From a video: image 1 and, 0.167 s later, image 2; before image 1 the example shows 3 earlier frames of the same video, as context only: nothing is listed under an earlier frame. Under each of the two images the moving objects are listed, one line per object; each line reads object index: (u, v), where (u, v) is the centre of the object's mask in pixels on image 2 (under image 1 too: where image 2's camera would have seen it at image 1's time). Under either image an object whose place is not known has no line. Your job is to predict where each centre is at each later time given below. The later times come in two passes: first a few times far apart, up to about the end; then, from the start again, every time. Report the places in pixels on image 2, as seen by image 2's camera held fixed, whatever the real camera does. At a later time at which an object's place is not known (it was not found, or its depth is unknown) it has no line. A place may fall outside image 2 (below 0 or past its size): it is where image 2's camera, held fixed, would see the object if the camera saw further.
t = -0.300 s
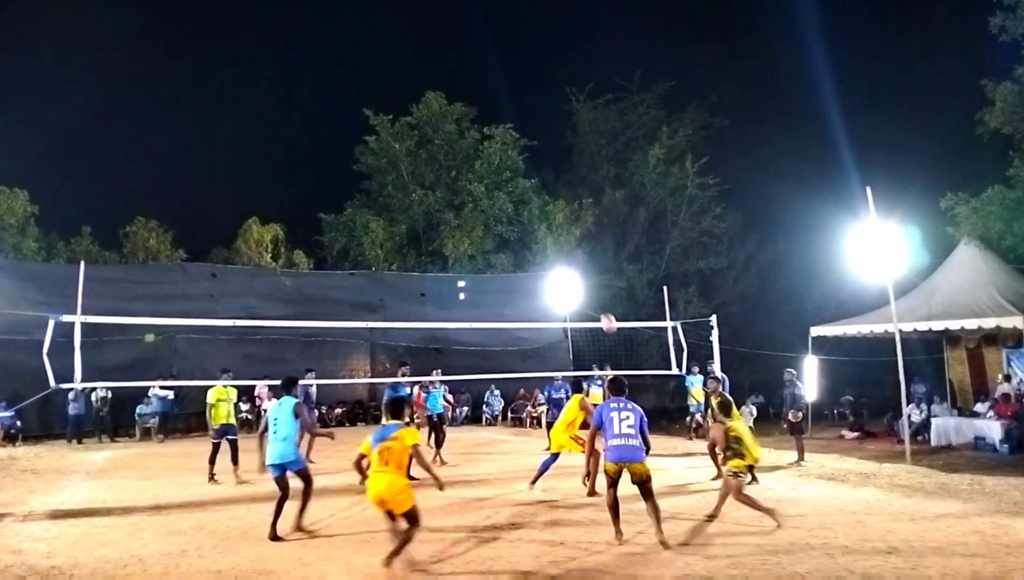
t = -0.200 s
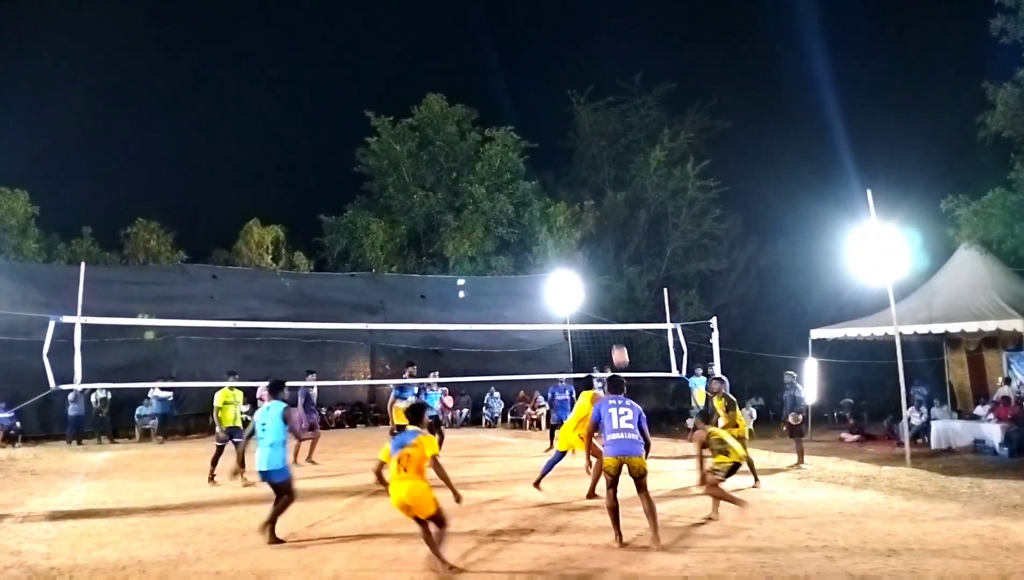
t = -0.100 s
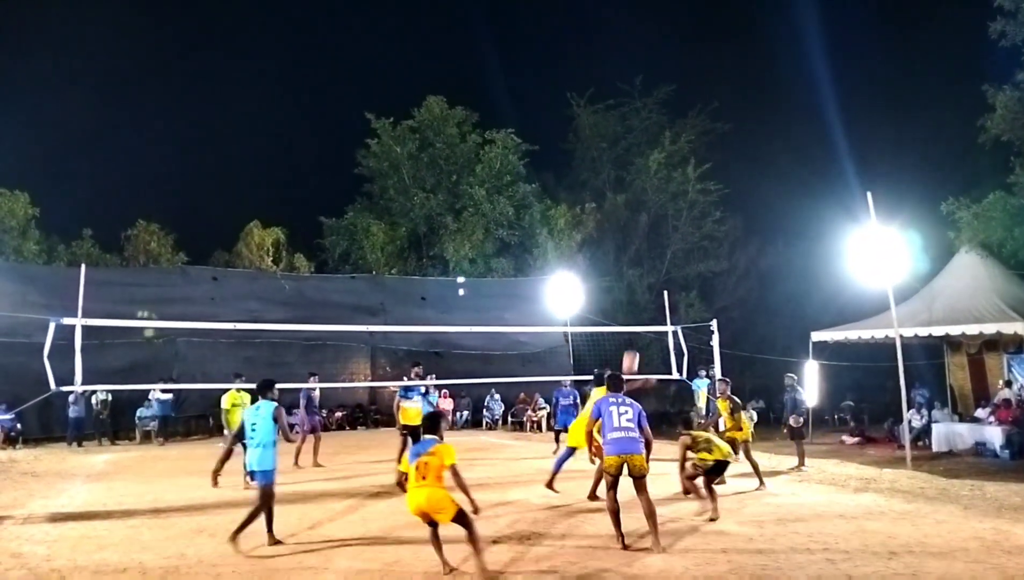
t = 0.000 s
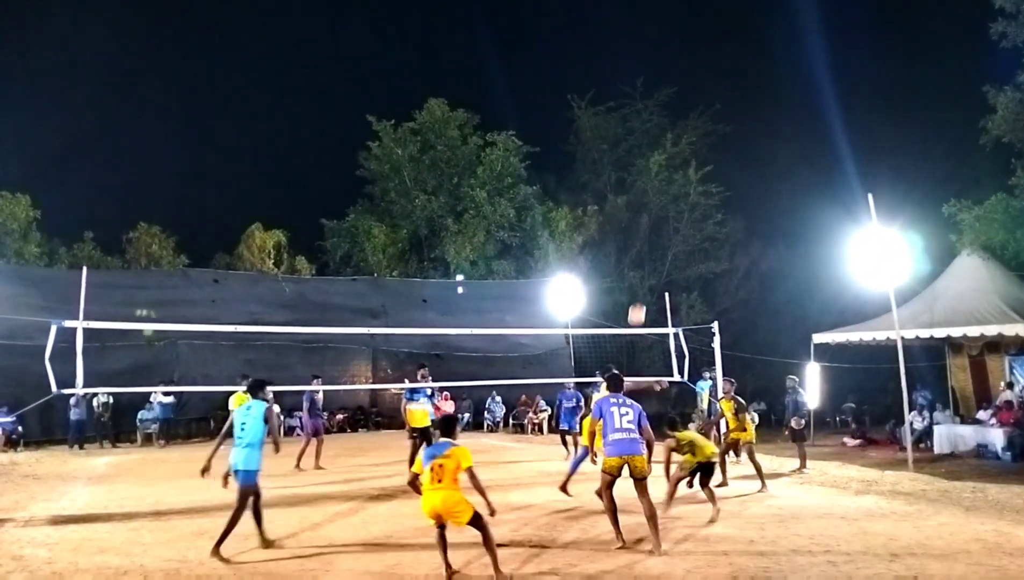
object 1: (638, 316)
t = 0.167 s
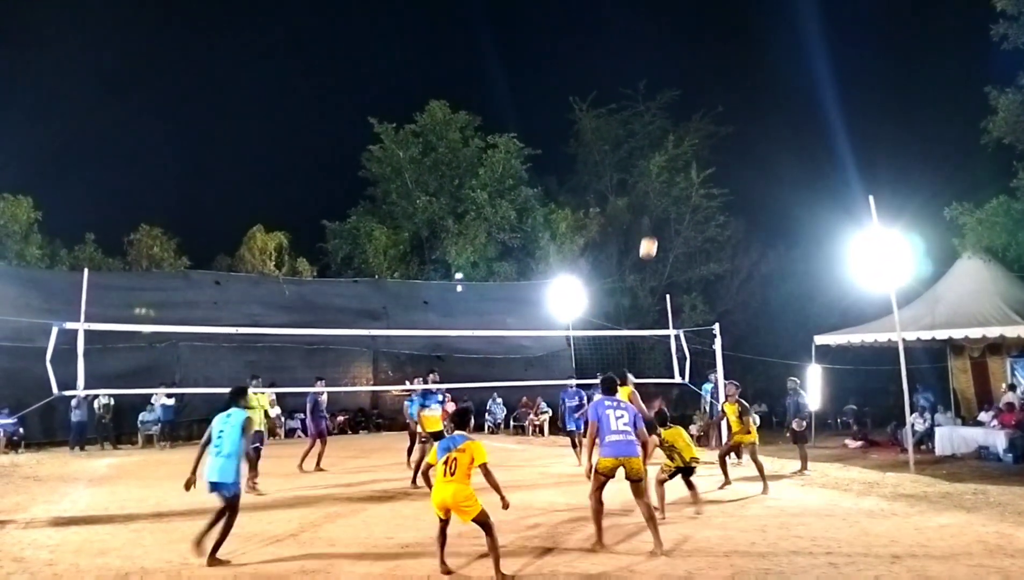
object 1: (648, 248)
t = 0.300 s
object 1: (656, 205)
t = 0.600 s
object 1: (676, 152)
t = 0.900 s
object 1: (697, 165)
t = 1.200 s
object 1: (721, 251)
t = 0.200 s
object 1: (650, 236)
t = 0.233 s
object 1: (652, 225)
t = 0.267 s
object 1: (654, 215)
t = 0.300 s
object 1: (656, 205)
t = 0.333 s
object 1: (659, 196)
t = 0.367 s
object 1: (661, 188)
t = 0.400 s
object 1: (663, 180)
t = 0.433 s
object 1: (665, 173)
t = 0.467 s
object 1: (667, 167)
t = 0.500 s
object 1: (669, 162)
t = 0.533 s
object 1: (671, 158)
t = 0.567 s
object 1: (673, 154)
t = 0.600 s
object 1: (676, 152)
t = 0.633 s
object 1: (678, 150)
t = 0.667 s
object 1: (680, 149)
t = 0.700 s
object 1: (683, 148)
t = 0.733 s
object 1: (685, 149)
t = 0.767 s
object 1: (687, 150)
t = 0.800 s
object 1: (690, 152)
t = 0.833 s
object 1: (692, 156)
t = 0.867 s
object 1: (695, 160)
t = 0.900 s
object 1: (697, 165)
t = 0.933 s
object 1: (700, 171)
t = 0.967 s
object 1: (703, 178)
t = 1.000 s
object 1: (705, 185)
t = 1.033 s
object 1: (708, 194)
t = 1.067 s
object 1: (711, 204)
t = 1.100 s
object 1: (713, 214)
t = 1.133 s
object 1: (716, 225)
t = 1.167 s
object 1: (719, 237)
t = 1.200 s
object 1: (721, 251)
